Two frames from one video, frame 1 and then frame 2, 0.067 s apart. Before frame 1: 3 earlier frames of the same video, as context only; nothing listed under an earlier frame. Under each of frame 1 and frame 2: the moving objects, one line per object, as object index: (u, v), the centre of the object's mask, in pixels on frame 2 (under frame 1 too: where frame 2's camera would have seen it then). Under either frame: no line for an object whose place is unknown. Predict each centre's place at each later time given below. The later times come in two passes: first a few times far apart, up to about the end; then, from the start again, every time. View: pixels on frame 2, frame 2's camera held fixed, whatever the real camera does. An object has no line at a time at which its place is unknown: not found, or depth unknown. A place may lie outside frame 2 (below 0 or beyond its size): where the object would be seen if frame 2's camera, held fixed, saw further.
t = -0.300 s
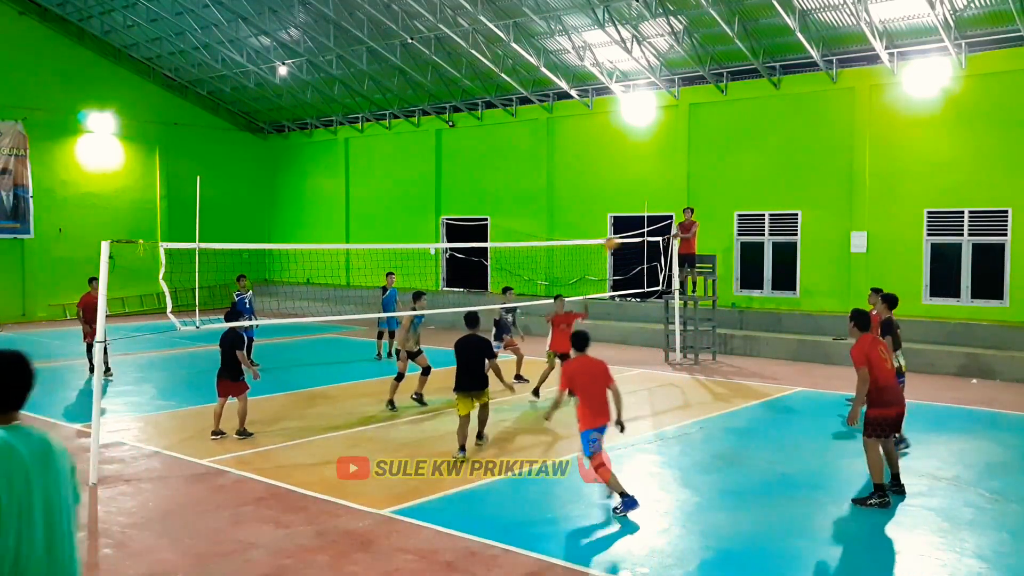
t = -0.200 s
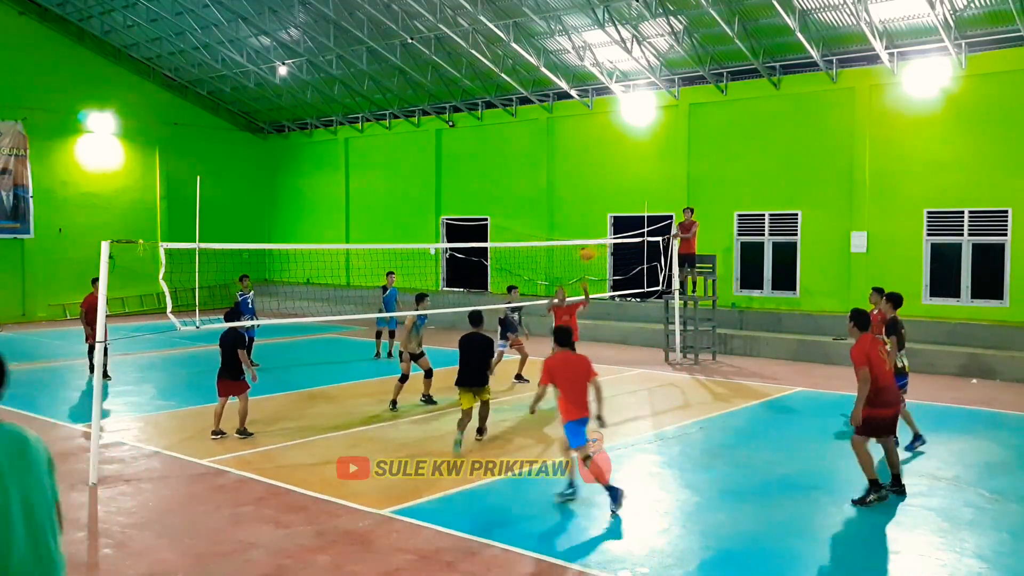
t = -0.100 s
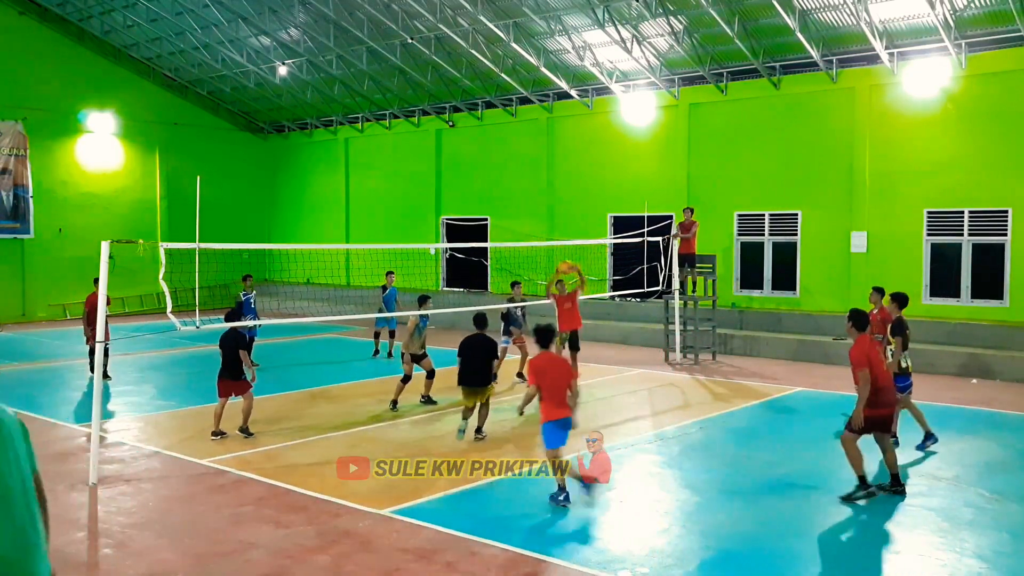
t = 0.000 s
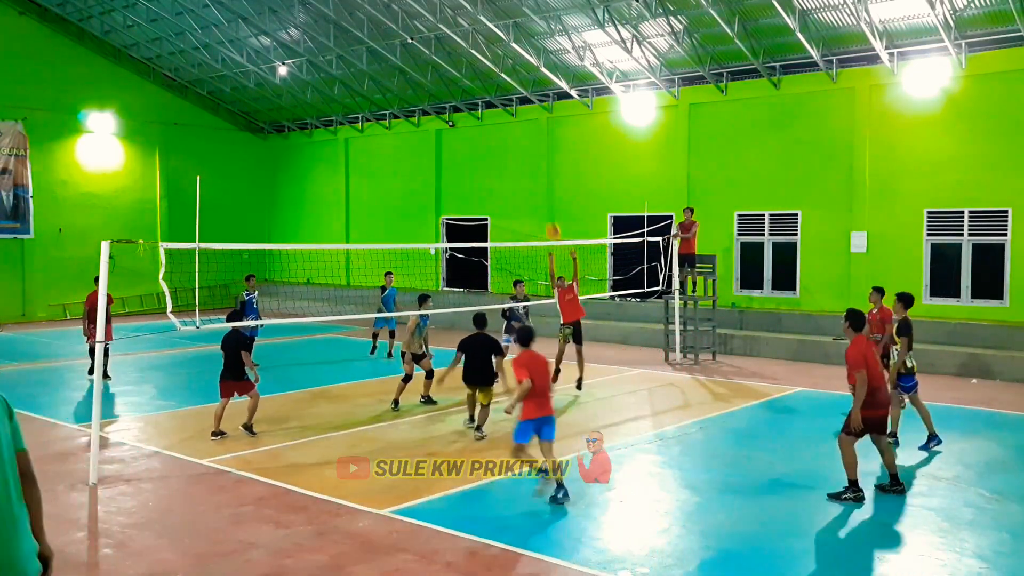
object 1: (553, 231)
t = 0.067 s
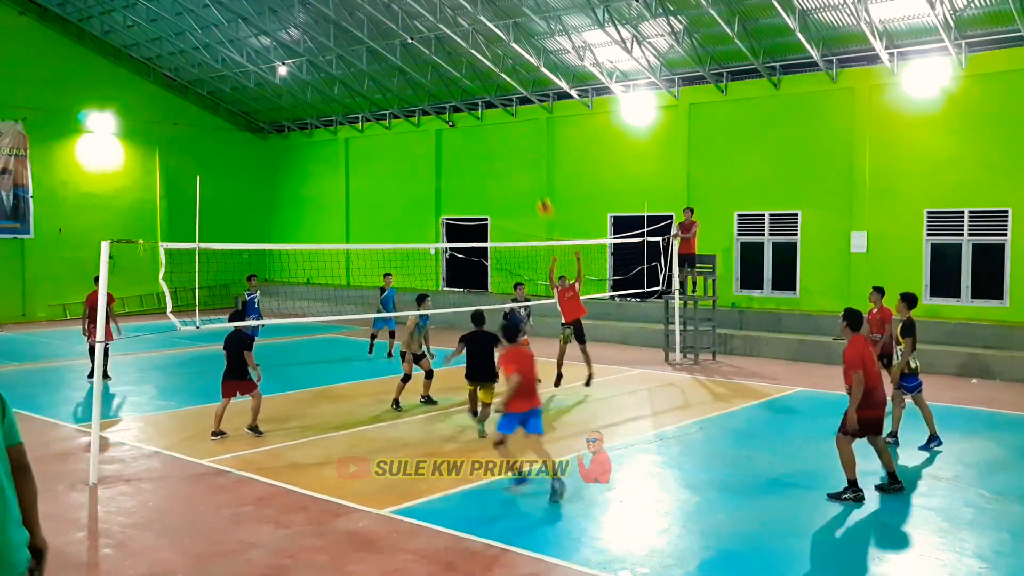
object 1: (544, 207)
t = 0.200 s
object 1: (527, 167)
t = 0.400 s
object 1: (499, 127)
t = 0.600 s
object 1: (469, 114)
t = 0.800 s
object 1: (438, 133)
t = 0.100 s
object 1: (540, 196)
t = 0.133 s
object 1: (536, 185)
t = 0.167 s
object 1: (531, 176)
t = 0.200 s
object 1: (527, 167)
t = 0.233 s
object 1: (522, 158)
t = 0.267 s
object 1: (518, 151)
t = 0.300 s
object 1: (513, 144)
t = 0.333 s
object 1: (508, 138)
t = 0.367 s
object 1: (503, 132)
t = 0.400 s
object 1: (499, 127)
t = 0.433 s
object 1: (494, 123)
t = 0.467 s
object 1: (489, 120)
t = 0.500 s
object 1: (484, 118)
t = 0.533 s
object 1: (479, 115)
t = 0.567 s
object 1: (474, 115)
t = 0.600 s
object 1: (469, 114)
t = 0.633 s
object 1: (464, 115)
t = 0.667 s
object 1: (458, 117)
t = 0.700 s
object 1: (453, 120)
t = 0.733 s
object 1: (448, 123)
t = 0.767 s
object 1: (444, 128)
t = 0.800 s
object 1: (438, 133)
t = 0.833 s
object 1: (433, 139)
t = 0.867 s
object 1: (427, 146)
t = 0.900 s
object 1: (421, 154)
